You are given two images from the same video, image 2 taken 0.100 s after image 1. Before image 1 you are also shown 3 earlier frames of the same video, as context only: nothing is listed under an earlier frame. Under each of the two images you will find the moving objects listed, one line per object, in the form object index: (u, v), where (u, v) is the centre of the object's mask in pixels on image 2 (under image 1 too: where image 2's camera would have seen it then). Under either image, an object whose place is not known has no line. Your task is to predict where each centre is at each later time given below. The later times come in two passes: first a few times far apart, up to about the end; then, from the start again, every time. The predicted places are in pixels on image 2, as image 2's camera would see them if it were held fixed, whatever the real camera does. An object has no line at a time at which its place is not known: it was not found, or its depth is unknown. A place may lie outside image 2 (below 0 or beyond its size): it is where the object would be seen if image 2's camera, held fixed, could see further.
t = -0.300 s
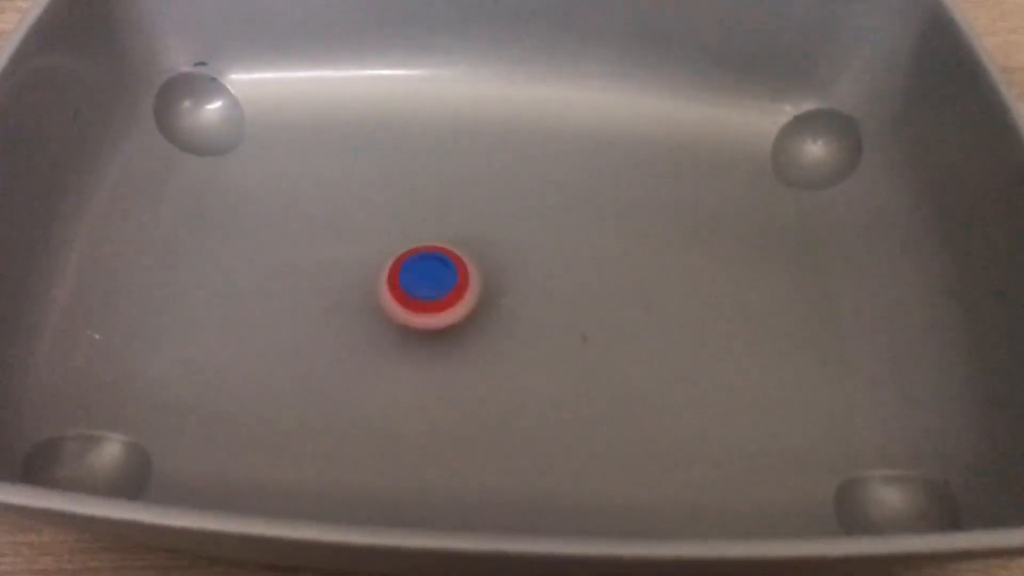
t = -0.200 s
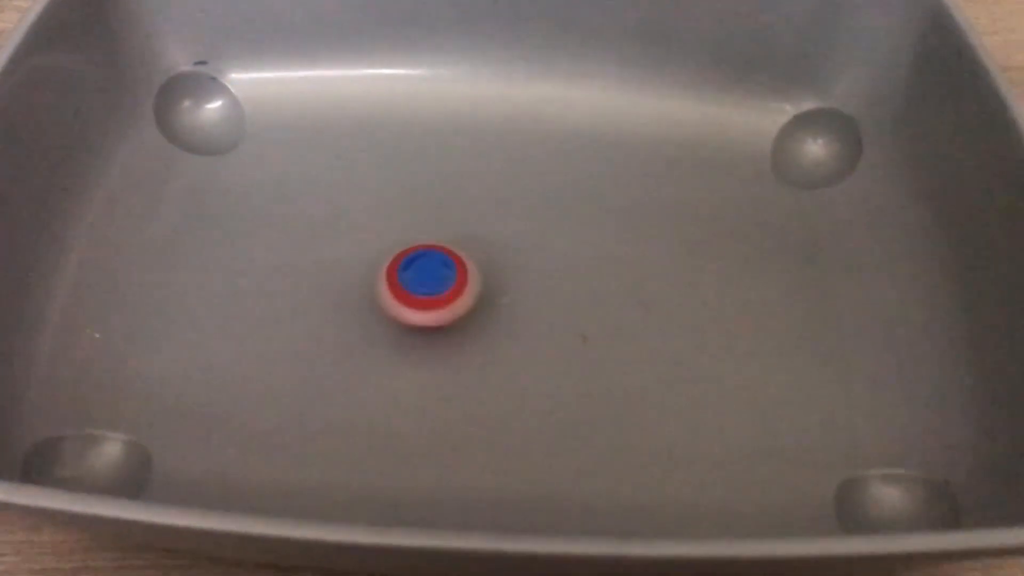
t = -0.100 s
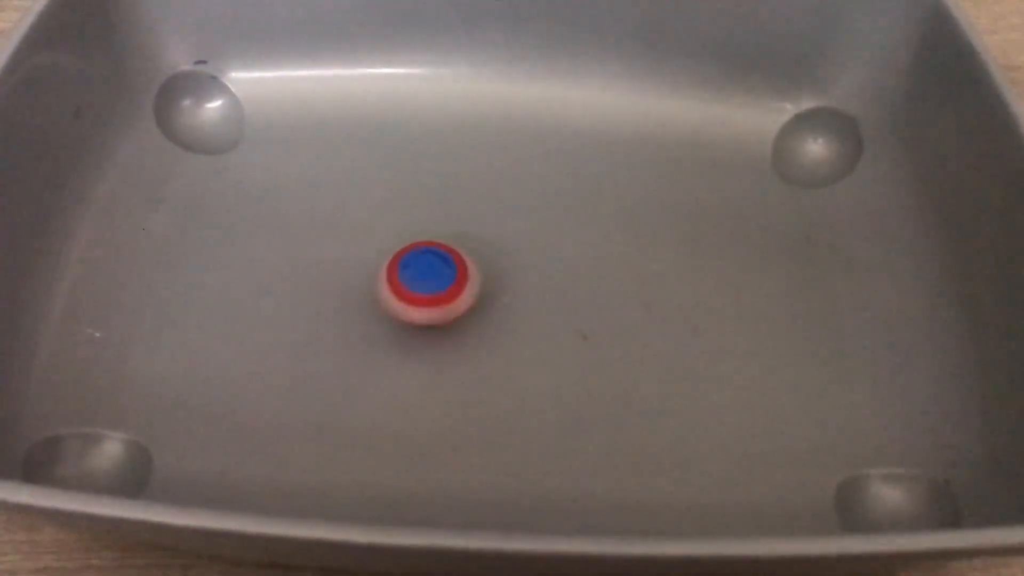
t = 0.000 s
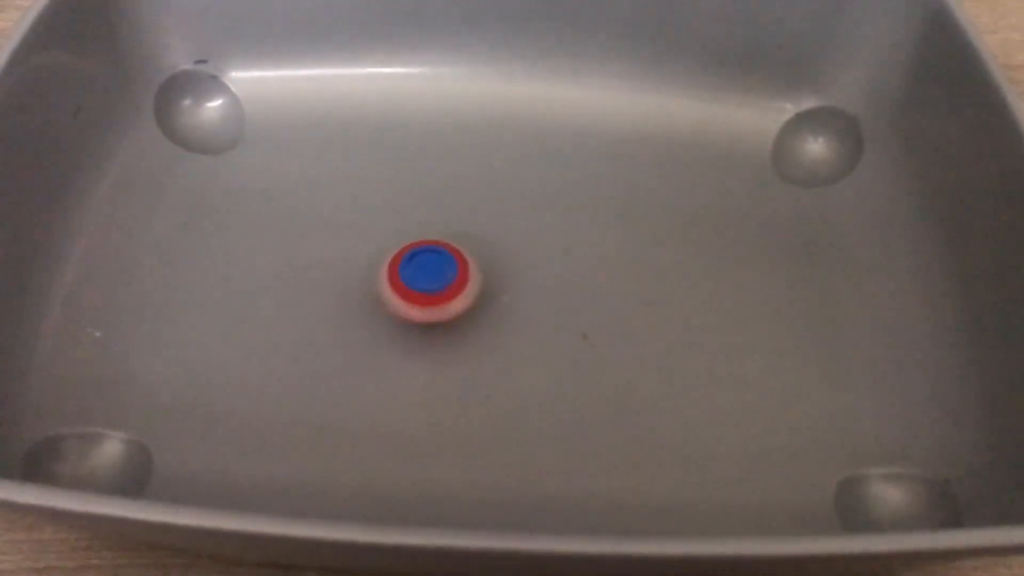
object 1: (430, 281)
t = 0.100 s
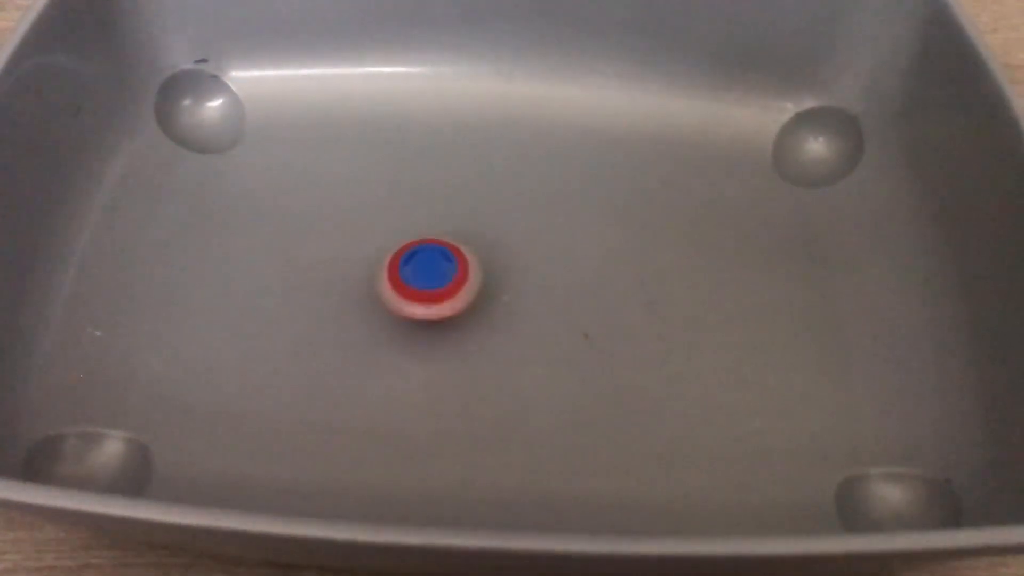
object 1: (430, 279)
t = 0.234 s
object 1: (430, 277)
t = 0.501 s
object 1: (428, 272)
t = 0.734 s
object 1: (427, 270)
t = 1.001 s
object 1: (427, 267)
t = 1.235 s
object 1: (429, 265)
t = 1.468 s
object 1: (430, 262)
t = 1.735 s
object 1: (431, 258)
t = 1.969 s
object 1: (432, 256)
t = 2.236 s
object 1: (435, 254)
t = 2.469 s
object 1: (435, 252)
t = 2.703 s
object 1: (436, 251)
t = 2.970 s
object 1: (438, 250)
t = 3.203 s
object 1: (439, 249)
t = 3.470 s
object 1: (441, 248)
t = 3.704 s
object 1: (441, 246)
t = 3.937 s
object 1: (442, 246)
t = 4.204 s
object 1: (440, 244)
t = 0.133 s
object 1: (430, 278)
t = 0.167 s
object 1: (430, 277)
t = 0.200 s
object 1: (429, 277)
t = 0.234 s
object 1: (430, 277)
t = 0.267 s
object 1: (430, 276)
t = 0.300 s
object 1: (429, 275)
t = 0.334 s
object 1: (428, 274)
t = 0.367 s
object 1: (429, 275)
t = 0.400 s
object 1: (429, 274)
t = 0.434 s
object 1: (429, 272)
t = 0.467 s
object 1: (428, 272)
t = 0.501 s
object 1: (428, 272)
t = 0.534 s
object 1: (428, 272)
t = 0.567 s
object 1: (427, 271)
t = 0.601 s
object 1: (427, 271)
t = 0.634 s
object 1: (427, 270)
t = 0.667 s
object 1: (427, 270)
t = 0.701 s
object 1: (427, 270)
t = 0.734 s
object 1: (427, 270)
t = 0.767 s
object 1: (426, 269)
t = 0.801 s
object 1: (426, 269)
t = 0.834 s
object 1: (426, 269)
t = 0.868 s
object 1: (426, 269)
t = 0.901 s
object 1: (426, 269)
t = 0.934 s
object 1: (427, 268)
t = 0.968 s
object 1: (427, 268)
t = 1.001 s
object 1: (427, 267)
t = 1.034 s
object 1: (428, 267)
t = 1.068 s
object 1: (427, 267)
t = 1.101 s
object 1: (428, 267)
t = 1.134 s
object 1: (428, 266)
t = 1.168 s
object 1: (429, 266)
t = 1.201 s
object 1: (429, 265)
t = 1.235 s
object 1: (429, 265)
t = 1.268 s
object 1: (429, 264)
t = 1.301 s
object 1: (429, 264)
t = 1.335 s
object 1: (430, 263)
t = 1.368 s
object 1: (430, 262)
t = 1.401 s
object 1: (430, 263)
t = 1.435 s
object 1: (430, 261)
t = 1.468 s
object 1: (430, 262)
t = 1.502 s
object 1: (430, 260)
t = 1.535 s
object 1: (430, 261)
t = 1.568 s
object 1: (430, 259)
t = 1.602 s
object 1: (431, 260)
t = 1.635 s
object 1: (430, 258)
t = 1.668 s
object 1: (431, 259)
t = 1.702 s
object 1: (430, 258)
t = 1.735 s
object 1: (431, 258)
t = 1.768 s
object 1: (431, 257)
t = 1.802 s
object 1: (431, 257)
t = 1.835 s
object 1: (431, 257)
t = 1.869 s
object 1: (432, 257)
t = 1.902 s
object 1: (432, 257)
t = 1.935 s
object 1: (432, 256)
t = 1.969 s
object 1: (432, 256)
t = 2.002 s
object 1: (433, 256)
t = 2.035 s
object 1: (433, 256)
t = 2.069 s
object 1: (433, 255)
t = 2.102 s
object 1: (433, 255)
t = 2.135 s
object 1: (434, 255)
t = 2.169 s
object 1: (434, 255)
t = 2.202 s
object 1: (434, 254)
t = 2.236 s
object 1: (435, 254)
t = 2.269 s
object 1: (434, 254)
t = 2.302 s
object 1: (435, 254)
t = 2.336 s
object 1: (435, 253)
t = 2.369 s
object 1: (435, 253)
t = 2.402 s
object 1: (435, 253)
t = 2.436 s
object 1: (435, 253)
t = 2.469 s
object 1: (435, 252)
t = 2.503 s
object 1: (435, 253)
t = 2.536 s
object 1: (436, 252)
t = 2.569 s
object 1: (436, 252)
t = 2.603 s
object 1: (436, 251)
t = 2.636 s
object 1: (435, 252)
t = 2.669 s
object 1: (436, 251)
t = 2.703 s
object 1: (436, 251)
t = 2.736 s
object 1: (436, 250)
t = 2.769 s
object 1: (436, 251)
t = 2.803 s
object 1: (436, 251)
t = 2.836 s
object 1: (437, 251)
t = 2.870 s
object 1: (437, 250)
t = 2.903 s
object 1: (437, 250)
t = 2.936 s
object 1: (437, 250)
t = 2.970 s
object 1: (438, 250)
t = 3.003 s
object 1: (438, 250)
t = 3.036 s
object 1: (439, 250)
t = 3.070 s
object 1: (439, 250)
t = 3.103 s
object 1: (439, 249)
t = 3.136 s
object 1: (439, 249)
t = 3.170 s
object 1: (439, 249)
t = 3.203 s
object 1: (439, 249)
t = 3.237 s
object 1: (439, 249)
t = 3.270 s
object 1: (440, 249)
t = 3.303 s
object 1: (440, 249)
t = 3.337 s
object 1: (440, 249)
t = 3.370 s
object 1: (440, 248)
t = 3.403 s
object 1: (440, 248)
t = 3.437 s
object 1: (440, 247)
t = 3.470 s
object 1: (441, 248)
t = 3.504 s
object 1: (441, 247)
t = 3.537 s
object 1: (441, 248)
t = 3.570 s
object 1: (441, 247)
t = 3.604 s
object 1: (442, 247)
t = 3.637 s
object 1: (441, 246)
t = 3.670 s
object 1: (441, 247)
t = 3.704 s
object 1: (441, 246)
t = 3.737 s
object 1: (441, 247)
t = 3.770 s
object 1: (442, 246)
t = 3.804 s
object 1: (442, 247)
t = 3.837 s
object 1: (442, 246)
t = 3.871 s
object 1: (442, 246)
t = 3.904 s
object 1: (442, 245)
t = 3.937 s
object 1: (442, 246)
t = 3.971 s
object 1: (442, 245)
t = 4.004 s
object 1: (442, 246)
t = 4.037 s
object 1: (442, 246)
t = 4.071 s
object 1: (442, 245)
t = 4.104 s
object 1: (442, 245)
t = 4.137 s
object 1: (441, 244)
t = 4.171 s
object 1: (440, 245)
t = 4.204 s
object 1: (440, 244)
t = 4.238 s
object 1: (441, 245)
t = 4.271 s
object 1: (441, 244)
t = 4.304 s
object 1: (440, 245)
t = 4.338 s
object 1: (441, 244)
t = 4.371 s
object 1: (441, 244)
